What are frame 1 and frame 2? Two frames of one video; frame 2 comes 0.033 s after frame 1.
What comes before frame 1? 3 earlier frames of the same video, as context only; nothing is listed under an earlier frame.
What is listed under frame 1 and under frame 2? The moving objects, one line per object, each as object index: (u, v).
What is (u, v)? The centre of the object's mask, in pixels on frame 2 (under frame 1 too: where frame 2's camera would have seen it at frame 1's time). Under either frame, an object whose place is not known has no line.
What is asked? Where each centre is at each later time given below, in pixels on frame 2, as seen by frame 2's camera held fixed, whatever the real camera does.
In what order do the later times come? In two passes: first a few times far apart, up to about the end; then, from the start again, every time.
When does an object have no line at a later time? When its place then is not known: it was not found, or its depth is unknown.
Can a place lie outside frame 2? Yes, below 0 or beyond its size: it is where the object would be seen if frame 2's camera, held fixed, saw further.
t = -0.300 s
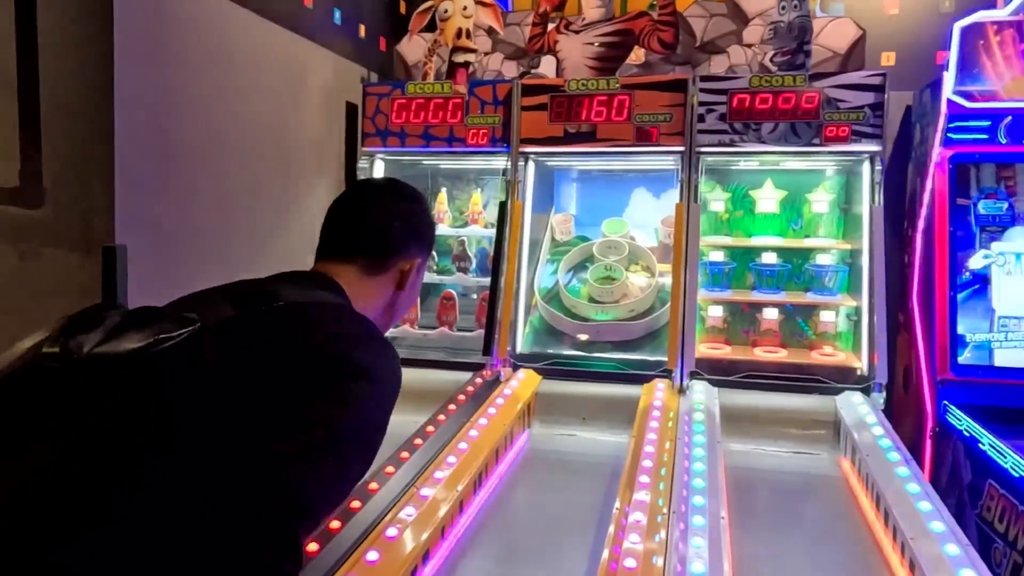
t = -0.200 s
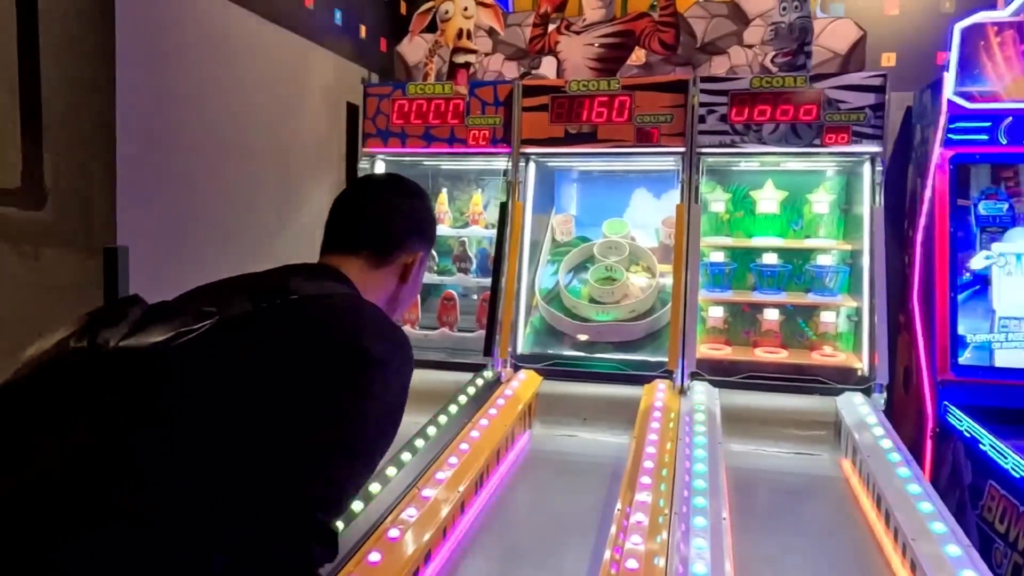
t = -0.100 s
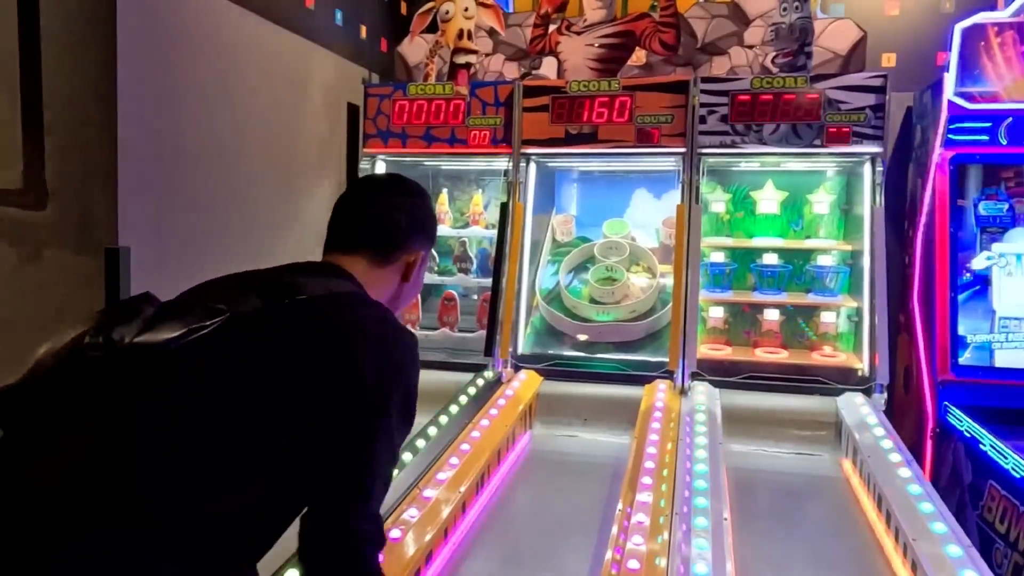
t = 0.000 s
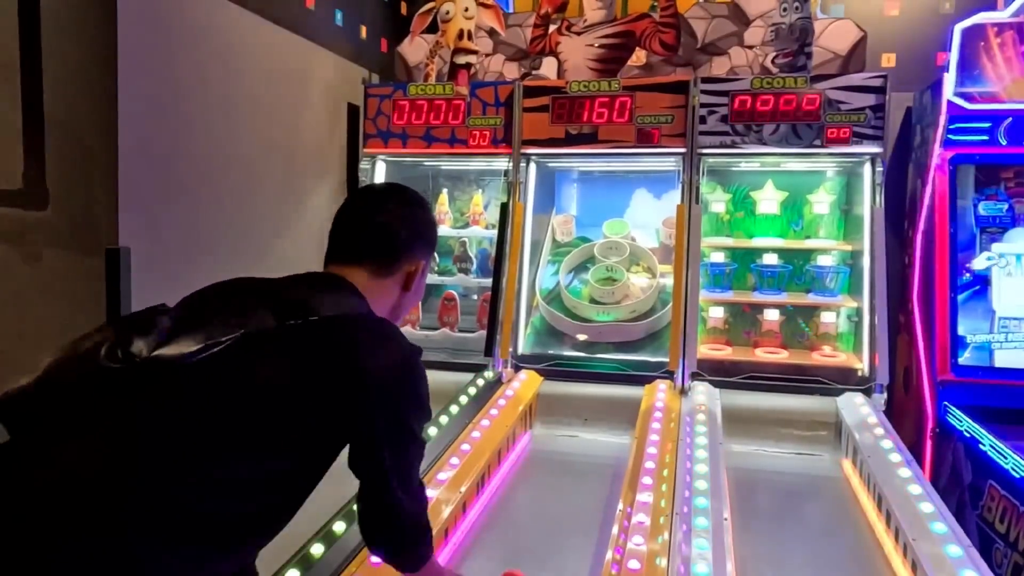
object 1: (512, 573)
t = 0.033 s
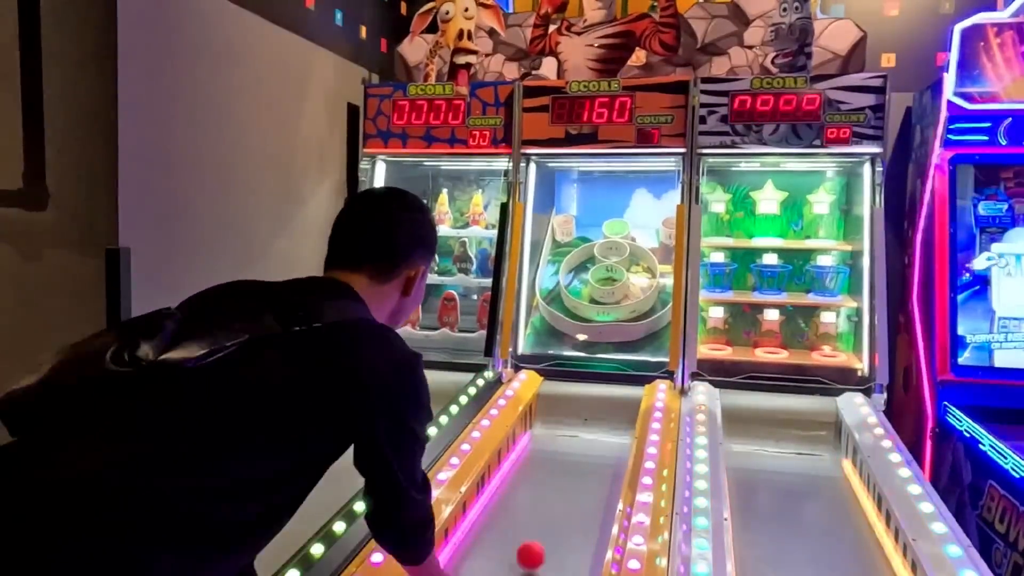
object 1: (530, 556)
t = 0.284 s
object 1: (600, 384)
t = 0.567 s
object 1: (627, 247)
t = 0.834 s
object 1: (644, 215)
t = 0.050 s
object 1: (538, 538)
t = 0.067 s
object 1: (545, 521)
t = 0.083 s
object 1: (552, 508)
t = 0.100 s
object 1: (558, 496)
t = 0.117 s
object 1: (564, 485)
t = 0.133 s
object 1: (569, 477)
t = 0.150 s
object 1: (573, 471)
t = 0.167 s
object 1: (578, 463)
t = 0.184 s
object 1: (582, 455)
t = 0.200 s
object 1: (586, 447)
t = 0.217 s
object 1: (589, 440)
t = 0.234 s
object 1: (593, 431)
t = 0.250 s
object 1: (596, 418)
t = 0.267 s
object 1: (598, 402)
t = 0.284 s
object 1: (600, 384)
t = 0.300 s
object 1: (603, 370)
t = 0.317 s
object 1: (604, 356)
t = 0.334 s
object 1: (606, 344)
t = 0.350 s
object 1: (608, 333)
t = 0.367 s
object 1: (609, 322)
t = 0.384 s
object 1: (611, 311)
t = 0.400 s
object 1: (613, 302)
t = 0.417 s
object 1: (615, 294)
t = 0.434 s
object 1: (616, 286)
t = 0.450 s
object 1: (617, 278)
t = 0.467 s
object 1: (619, 272)
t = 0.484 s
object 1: (620, 266)
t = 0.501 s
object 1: (622, 261)
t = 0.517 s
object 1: (623, 257)
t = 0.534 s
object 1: (625, 253)
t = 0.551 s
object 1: (626, 249)
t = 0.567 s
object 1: (627, 247)
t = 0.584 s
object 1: (629, 244)
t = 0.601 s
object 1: (630, 238)
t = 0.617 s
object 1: (631, 233)
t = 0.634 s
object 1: (633, 228)
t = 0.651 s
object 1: (634, 225)
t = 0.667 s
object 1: (635, 221)
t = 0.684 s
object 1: (636, 219)
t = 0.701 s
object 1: (637, 216)
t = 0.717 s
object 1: (638, 214)
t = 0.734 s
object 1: (639, 213)
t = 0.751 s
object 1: (641, 213)
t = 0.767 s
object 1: (642, 213)
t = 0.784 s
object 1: (643, 212)
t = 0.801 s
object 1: (643, 213)
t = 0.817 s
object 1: (644, 214)
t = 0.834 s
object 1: (644, 215)
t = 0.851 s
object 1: (645, 217)
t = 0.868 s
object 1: (645, 220)
